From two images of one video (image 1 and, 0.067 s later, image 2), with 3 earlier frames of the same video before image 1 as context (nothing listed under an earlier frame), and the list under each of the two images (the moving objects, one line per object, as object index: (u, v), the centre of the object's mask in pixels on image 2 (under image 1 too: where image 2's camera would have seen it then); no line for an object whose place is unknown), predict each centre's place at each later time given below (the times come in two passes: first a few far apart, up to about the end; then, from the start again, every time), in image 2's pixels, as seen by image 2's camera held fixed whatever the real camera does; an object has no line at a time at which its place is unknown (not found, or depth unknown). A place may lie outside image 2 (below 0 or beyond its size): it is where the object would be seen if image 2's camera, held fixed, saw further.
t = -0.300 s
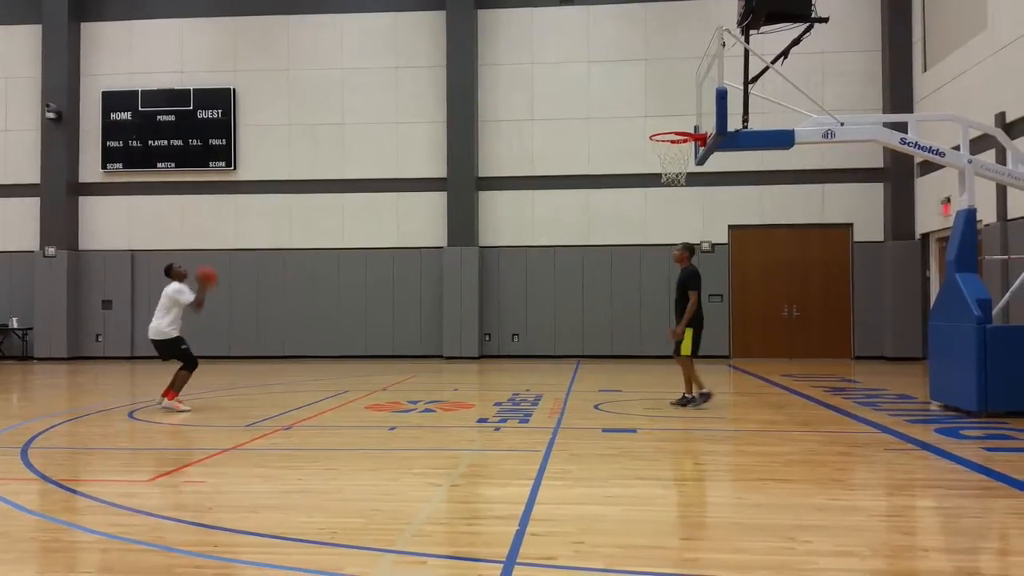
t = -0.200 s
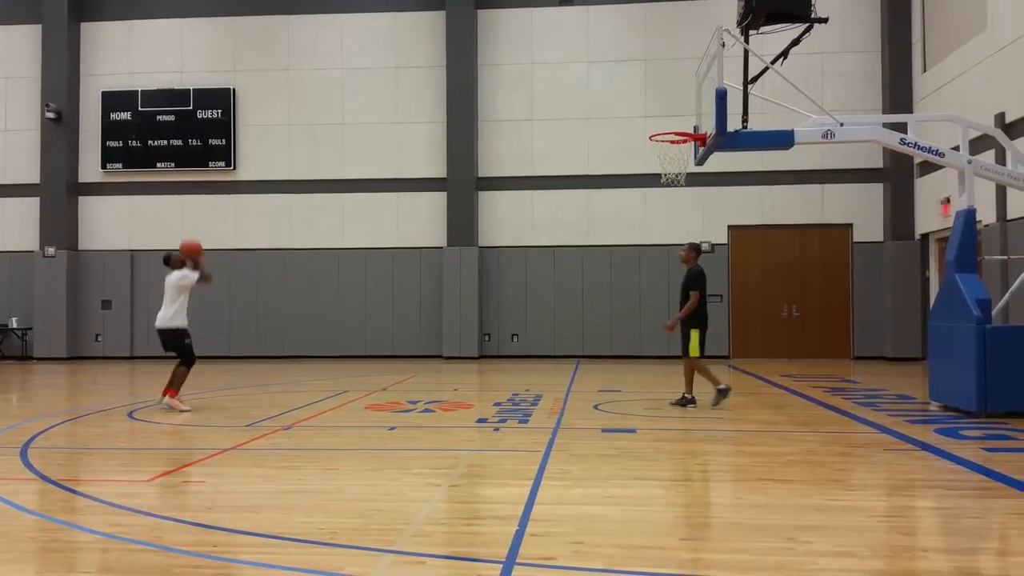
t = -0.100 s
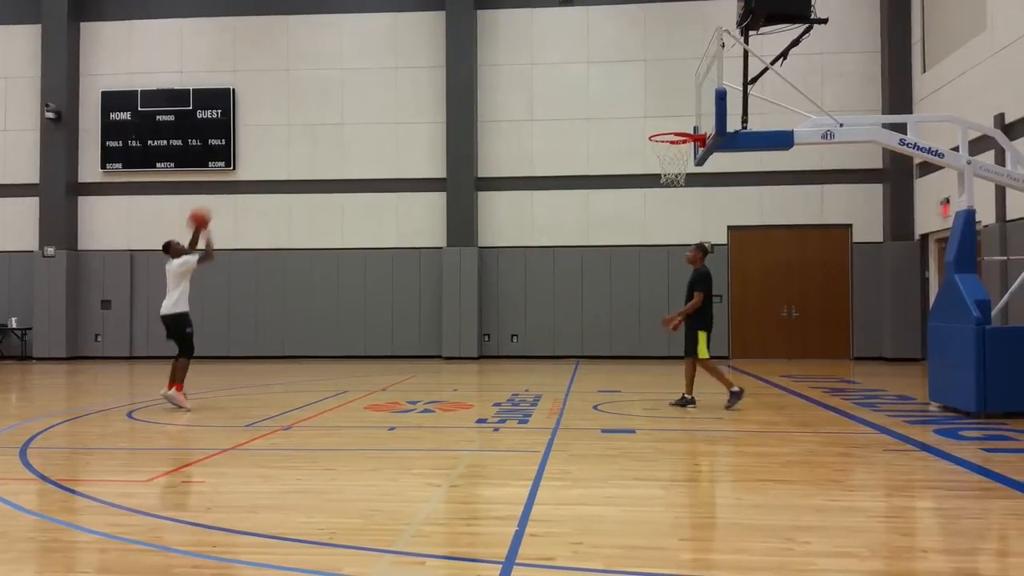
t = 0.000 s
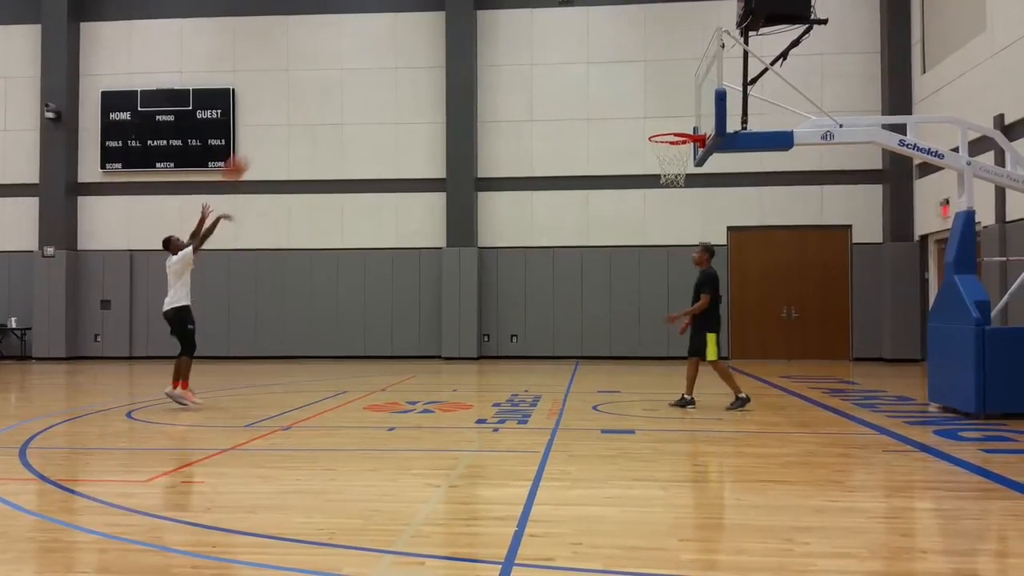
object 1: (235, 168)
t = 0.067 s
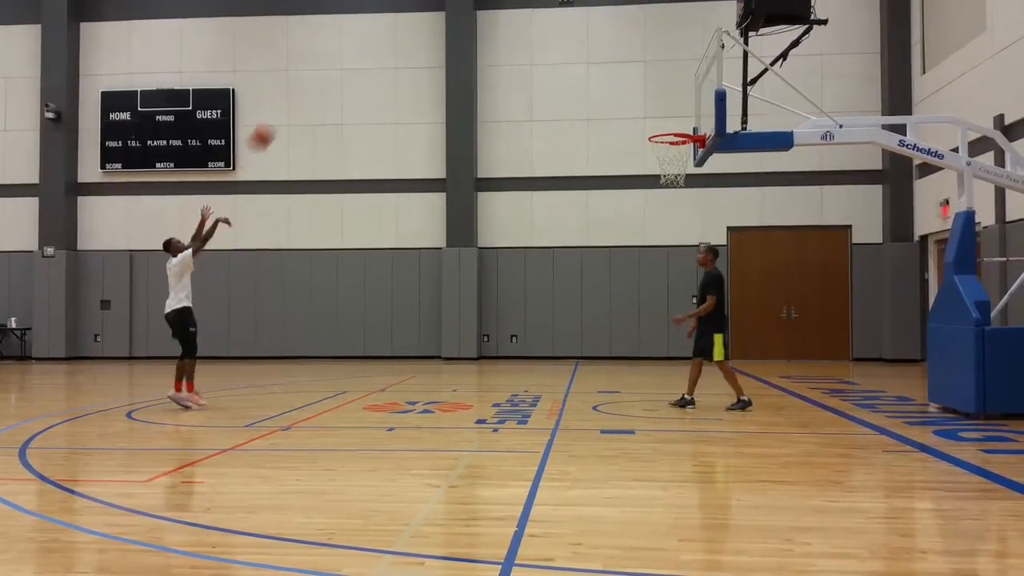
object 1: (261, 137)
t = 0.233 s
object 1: (327, 76)
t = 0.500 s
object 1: (433, 23)
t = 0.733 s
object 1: (526, 27)
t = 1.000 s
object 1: (633, 90)
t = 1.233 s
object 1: (662, 145)
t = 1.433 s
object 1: (668, 154)
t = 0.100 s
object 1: (274, 123)
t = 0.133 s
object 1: (288, 110)
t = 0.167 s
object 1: (301, 97)
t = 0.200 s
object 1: (314, 87)
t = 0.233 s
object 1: (327, 76)
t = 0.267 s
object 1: (340, 66)
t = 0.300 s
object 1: (354, 57)
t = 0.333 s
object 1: (367, 49)
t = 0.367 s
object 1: (380, 43)
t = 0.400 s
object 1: (393, 36)
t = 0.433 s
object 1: (406, 31)
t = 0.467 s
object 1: (419, 27)
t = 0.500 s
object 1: (433, 23)
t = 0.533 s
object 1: (447, 21)
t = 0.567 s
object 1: (458, 19)
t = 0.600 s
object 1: (473, 19)
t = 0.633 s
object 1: (486, 19)
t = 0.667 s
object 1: (499, 21)
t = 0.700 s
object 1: (513, 24)
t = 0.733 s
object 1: (526, 27)
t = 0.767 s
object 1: (538, 32)
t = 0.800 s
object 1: (552, 37)
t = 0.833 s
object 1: (566, 43)
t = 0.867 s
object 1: (579, 51)
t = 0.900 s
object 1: (592, 59)
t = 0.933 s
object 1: (605, 68)
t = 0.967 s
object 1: (619, 79)
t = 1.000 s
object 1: (633, 90)
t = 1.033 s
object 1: (646, 102)
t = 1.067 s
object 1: (659, 116)
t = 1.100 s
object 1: (672, 128)
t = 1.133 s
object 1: (678, 136)
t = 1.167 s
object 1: (678, 140)
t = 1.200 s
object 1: (667, 144)
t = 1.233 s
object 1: (662, 145)
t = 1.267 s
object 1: (659, 145)
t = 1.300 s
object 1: (658, 147)
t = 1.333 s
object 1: (658, 149)
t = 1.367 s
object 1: (661, 151)
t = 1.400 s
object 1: (664, 153)
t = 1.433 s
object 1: (668, 154)
